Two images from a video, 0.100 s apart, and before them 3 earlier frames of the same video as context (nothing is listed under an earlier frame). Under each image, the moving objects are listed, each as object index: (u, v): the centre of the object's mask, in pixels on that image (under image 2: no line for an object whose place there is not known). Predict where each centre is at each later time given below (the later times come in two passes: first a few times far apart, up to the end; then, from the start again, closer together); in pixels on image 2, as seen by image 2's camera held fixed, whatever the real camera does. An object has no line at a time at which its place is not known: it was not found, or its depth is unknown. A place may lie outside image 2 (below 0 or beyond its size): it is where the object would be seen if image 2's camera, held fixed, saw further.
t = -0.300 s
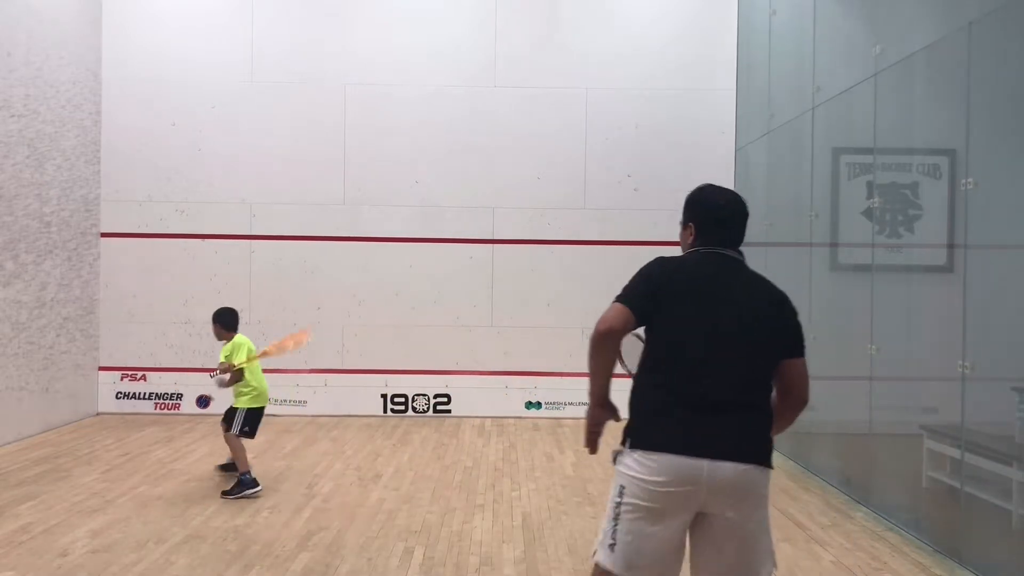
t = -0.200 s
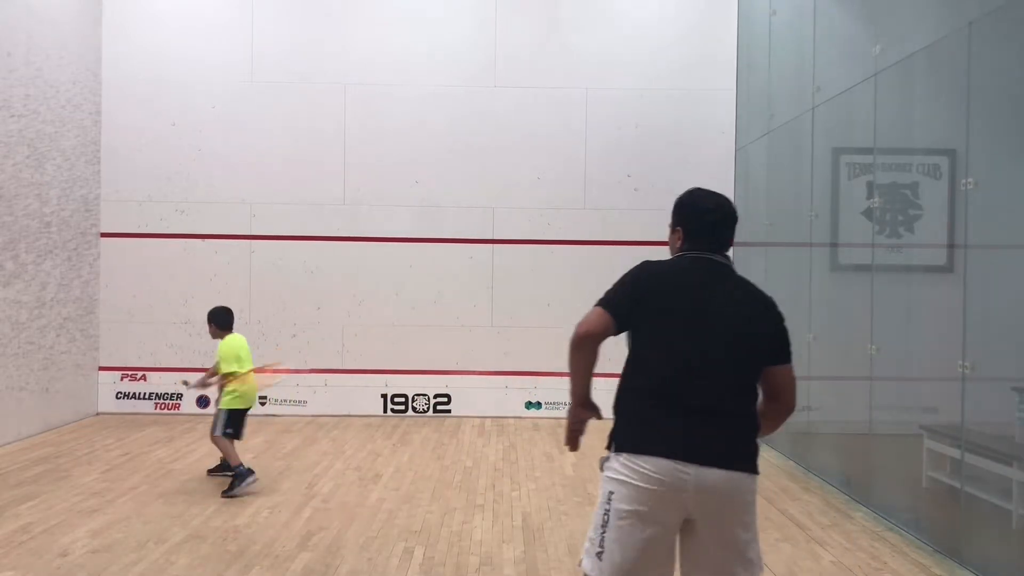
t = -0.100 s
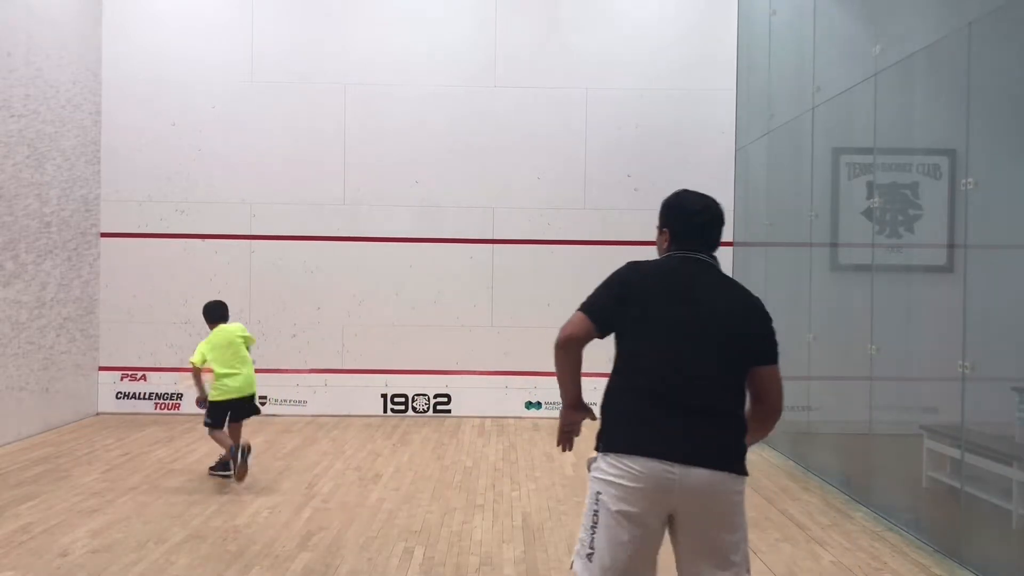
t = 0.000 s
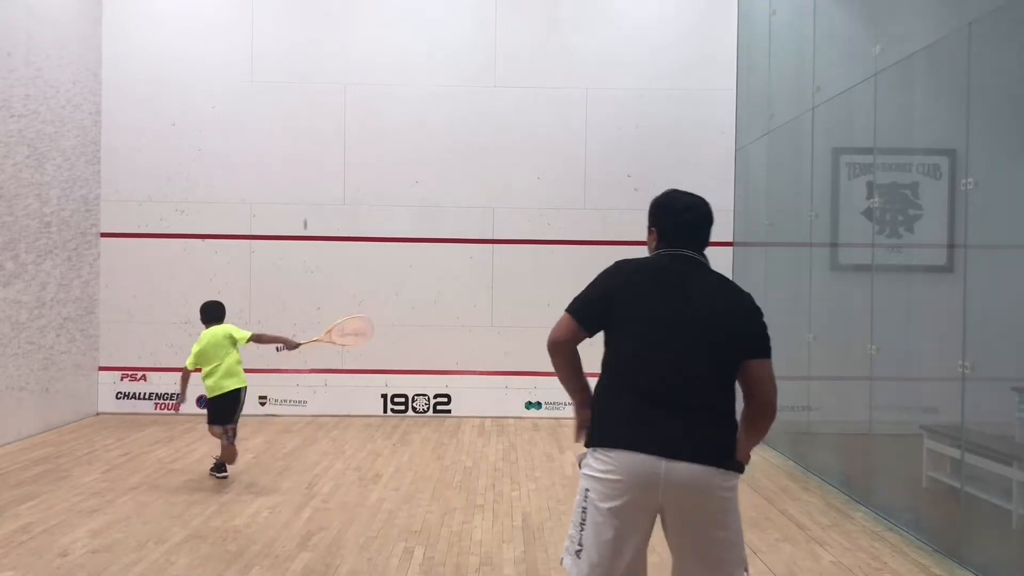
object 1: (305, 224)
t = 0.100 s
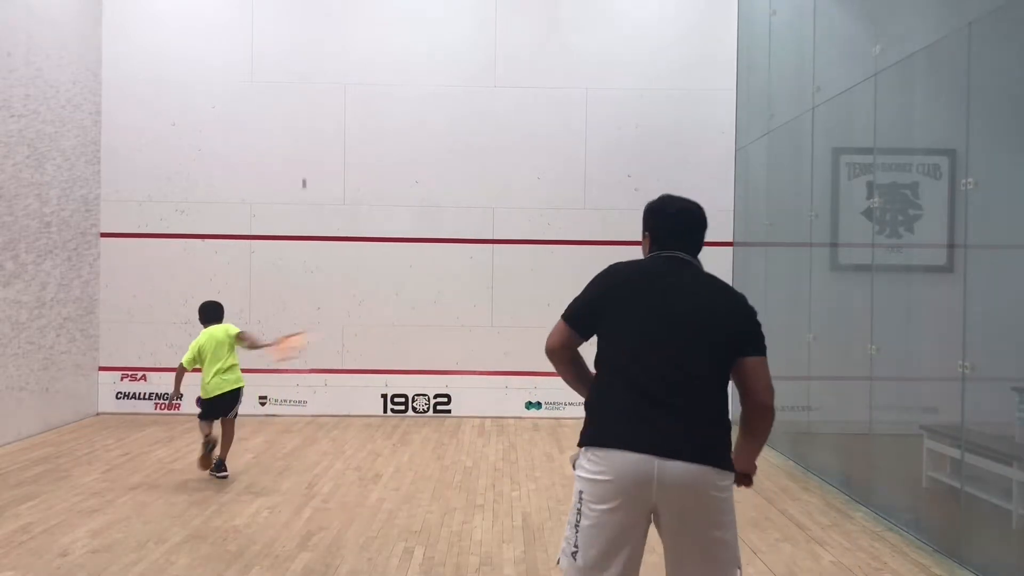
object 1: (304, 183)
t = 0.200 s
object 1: (302, 146)
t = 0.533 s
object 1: (298, 66)
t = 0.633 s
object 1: (297, 68)
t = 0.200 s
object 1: (302, 146)
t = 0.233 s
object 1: (302, 134)
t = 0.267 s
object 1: (302, 123)
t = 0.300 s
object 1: (301, 113)
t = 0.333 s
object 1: (301, 103)
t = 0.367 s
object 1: (301, 94)
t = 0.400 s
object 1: (300, 86)
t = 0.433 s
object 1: (299, 79)
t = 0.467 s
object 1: (299, 73)
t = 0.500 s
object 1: (299, 68)
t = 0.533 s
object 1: (298, 66)
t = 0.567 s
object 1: (298, 65)
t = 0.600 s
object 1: (297, 66)
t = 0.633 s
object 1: (297, 68)
